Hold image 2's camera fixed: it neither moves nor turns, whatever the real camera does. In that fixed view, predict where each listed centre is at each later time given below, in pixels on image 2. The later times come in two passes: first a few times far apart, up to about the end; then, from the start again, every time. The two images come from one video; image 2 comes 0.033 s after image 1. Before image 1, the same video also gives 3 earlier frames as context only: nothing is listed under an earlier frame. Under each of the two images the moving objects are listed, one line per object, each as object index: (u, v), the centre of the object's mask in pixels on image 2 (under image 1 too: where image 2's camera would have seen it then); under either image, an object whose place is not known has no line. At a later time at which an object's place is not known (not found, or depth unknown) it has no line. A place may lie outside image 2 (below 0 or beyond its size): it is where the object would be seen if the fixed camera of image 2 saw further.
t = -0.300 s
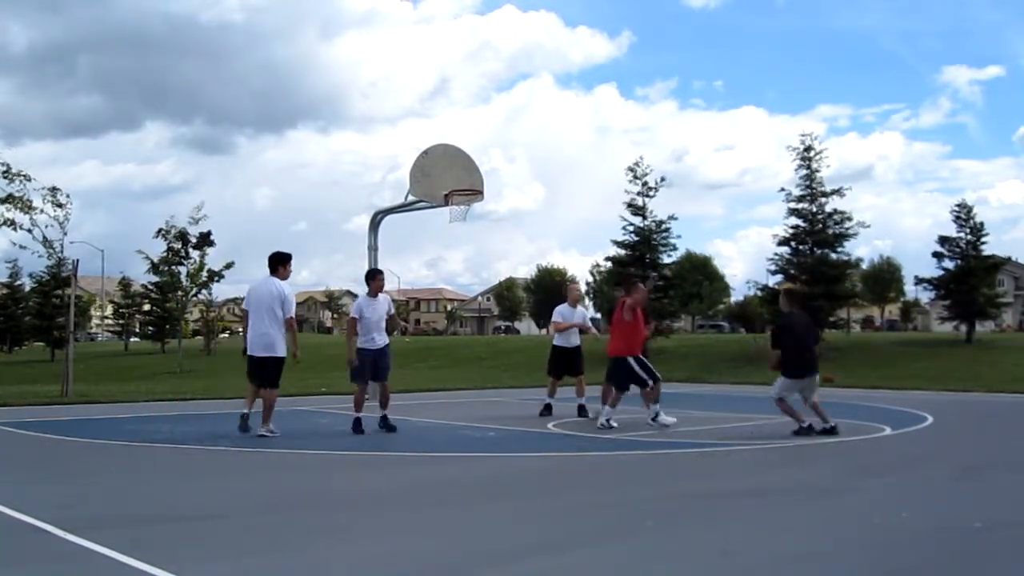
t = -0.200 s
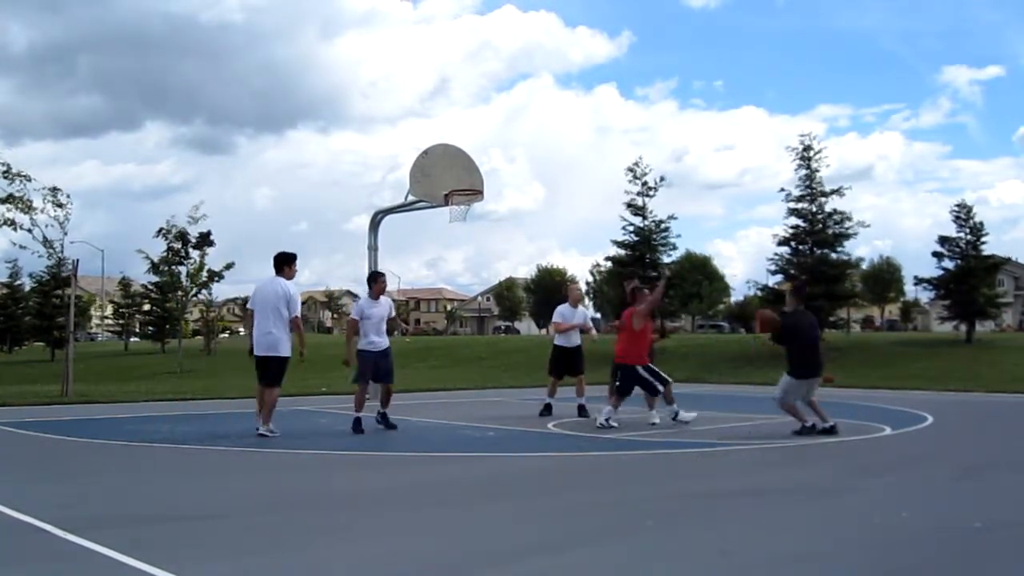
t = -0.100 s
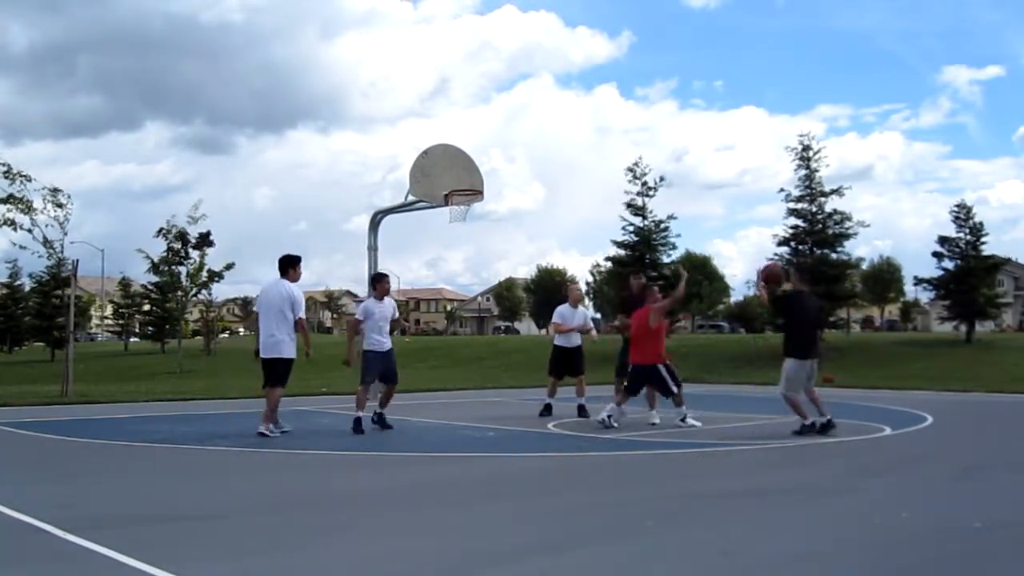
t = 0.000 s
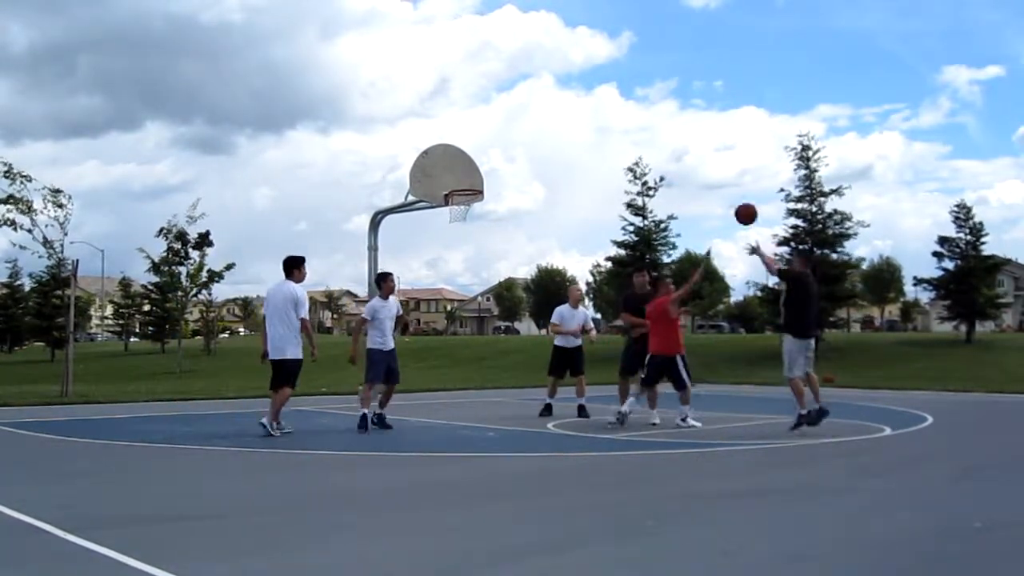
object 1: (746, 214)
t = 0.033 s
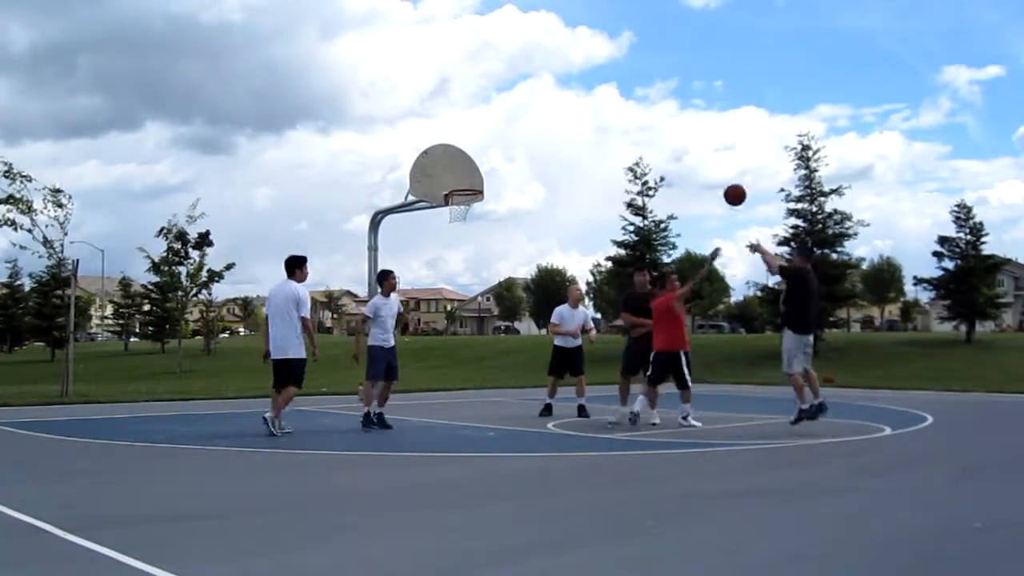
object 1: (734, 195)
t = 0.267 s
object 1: (662, 100)
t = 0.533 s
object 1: (591, 62)
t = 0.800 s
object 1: (529, 80)
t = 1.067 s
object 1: (474, 146)
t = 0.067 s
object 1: (724, 177)
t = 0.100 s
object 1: (712, 161)
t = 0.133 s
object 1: (702, 147)
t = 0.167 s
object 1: (692, 133)
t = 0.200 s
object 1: (682, 121)
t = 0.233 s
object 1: (672, 110)
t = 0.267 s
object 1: (662, 100)
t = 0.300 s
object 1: (653, 92)
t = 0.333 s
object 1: (643, 85)
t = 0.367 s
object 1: (634, 78)
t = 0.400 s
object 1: (626, 73)
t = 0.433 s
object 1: (617, 69)
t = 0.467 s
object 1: (608, 65)
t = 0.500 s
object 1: (599, 63)
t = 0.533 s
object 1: (591, 62)
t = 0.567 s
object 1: (583, 61)
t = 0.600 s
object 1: (575, 61)
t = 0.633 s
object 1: (567, 62)
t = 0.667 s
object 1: (559, 65)
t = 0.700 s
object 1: (551, 67)
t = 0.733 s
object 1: (544, 71)
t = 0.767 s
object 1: (536, 75)
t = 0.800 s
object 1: (529, 80)
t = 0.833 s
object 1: (522, 86)
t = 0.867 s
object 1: (515, 92)
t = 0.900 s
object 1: (508, 100)
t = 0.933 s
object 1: (501, 108)
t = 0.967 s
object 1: (494, 116)
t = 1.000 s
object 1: (488, 126)
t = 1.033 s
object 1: (481, 136)
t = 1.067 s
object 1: (474, 146)
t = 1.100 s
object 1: (468, 157)
